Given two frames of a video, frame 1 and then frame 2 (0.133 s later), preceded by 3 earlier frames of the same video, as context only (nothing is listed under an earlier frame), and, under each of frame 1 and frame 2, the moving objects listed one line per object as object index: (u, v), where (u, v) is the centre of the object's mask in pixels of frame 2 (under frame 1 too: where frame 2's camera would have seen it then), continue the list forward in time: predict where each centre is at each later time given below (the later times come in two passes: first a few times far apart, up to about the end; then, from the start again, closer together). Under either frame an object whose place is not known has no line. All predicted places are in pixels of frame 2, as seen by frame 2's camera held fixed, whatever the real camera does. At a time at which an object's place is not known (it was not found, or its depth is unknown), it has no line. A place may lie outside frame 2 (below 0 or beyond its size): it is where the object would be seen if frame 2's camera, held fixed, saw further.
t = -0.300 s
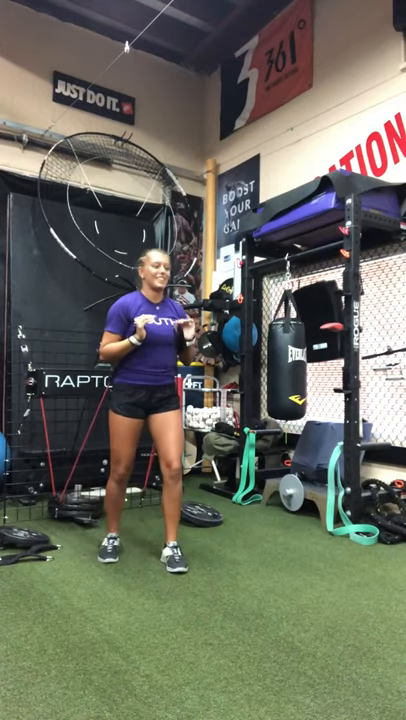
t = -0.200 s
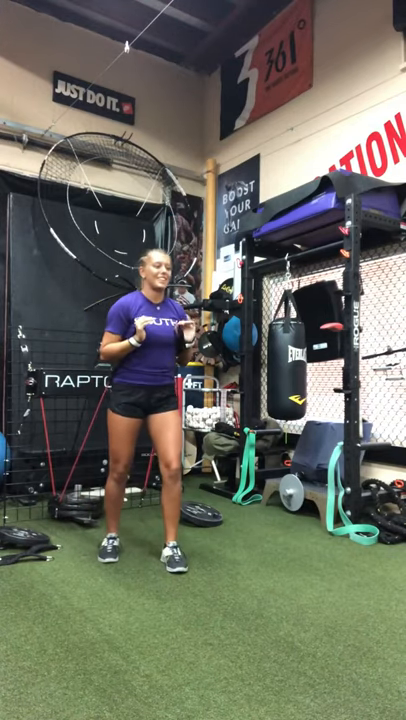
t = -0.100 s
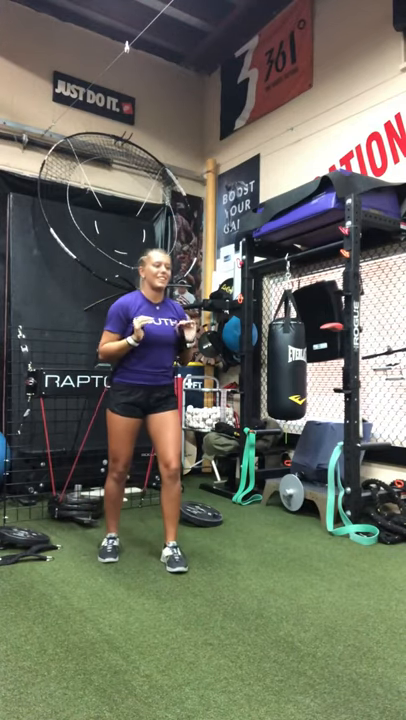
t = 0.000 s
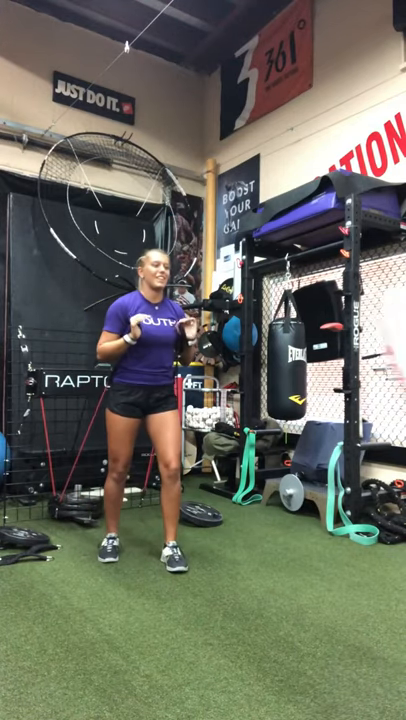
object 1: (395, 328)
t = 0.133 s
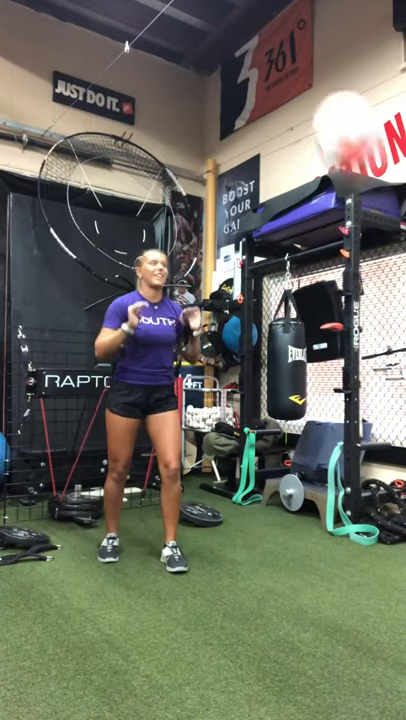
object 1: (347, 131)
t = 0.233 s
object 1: (311, 48)
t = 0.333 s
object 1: (282, 16)
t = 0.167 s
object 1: (333, 99)
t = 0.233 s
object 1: (311, 48)
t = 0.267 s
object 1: (301, 33)
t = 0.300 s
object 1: (291, 22)
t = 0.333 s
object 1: (282, 16)
